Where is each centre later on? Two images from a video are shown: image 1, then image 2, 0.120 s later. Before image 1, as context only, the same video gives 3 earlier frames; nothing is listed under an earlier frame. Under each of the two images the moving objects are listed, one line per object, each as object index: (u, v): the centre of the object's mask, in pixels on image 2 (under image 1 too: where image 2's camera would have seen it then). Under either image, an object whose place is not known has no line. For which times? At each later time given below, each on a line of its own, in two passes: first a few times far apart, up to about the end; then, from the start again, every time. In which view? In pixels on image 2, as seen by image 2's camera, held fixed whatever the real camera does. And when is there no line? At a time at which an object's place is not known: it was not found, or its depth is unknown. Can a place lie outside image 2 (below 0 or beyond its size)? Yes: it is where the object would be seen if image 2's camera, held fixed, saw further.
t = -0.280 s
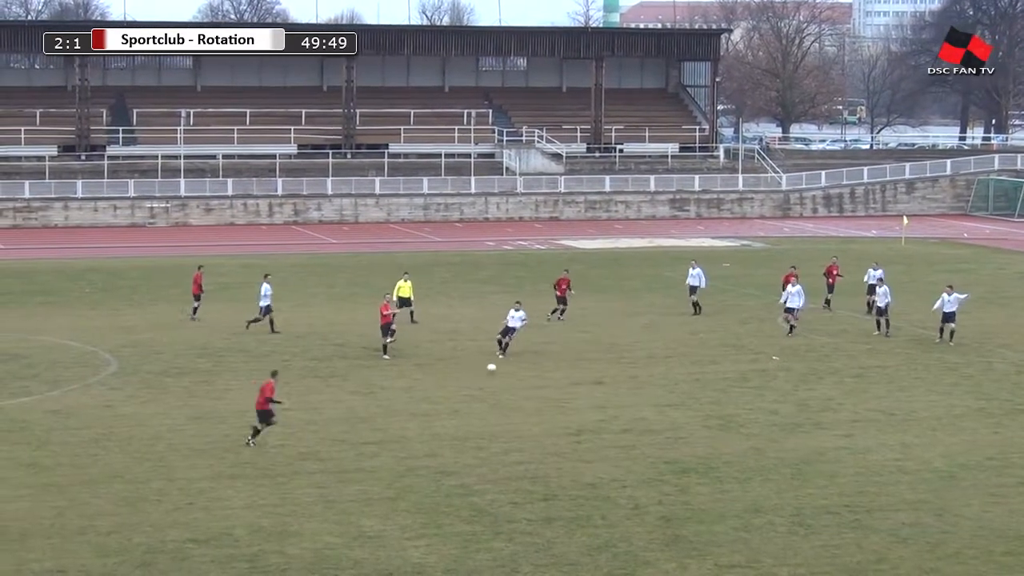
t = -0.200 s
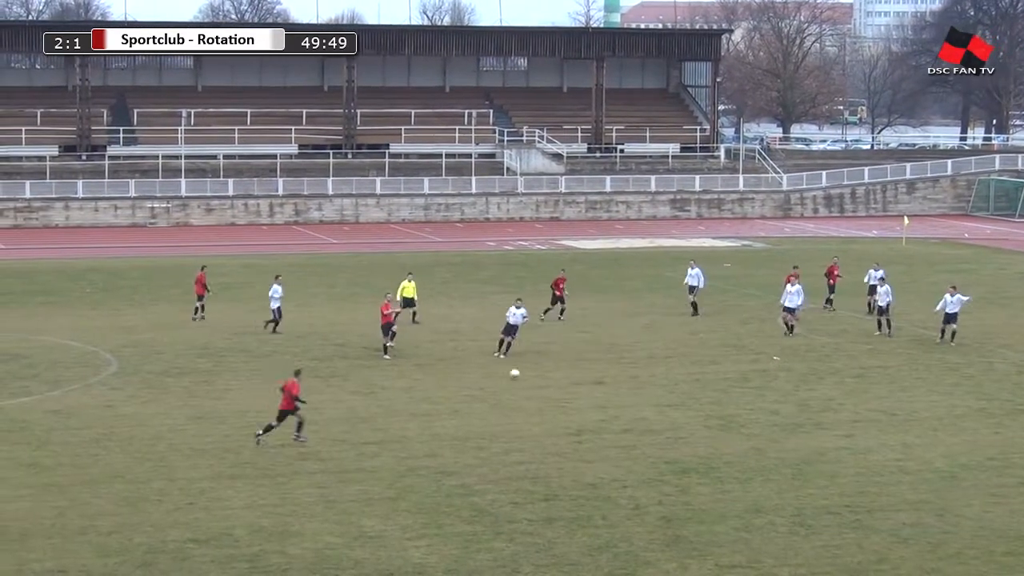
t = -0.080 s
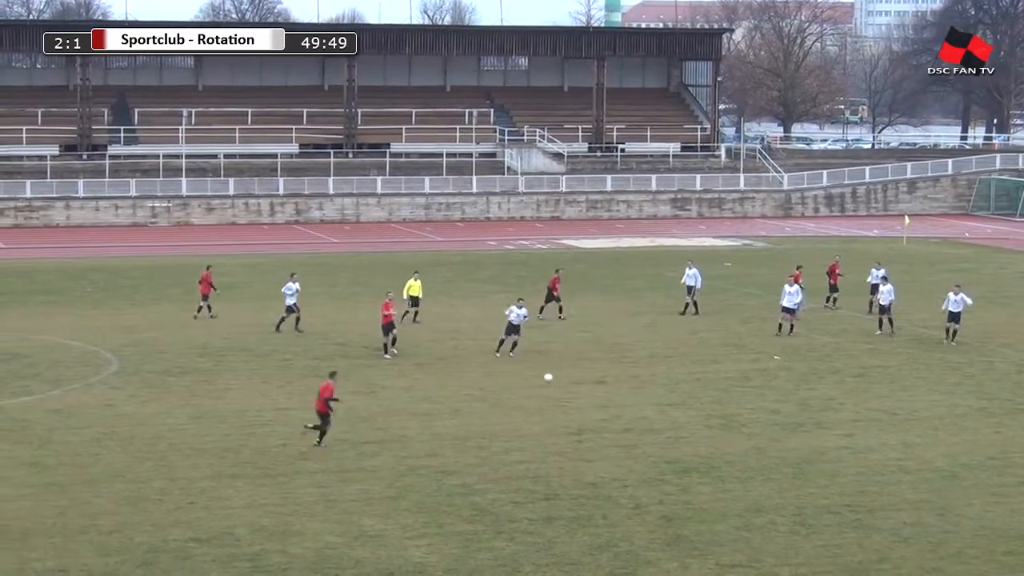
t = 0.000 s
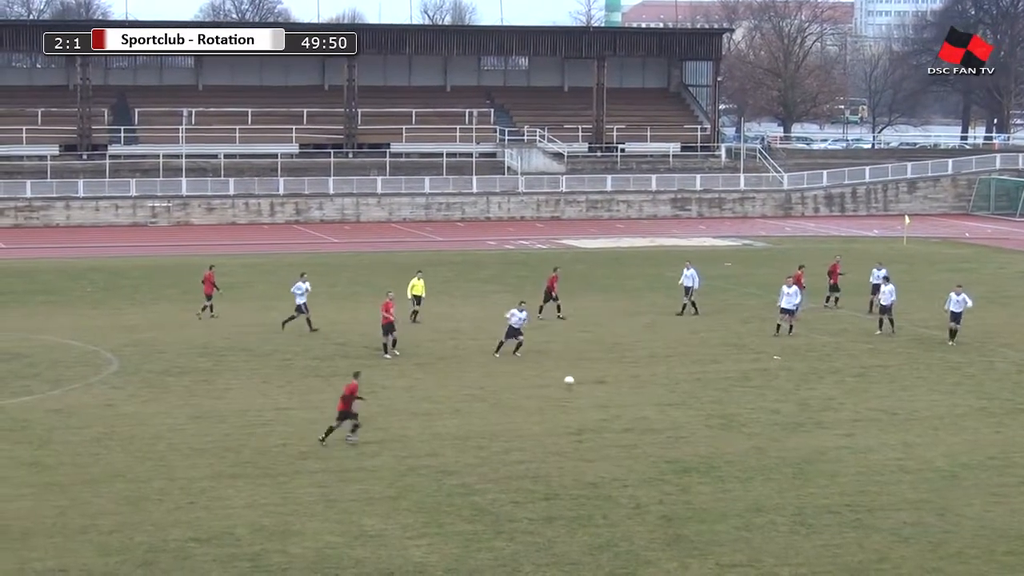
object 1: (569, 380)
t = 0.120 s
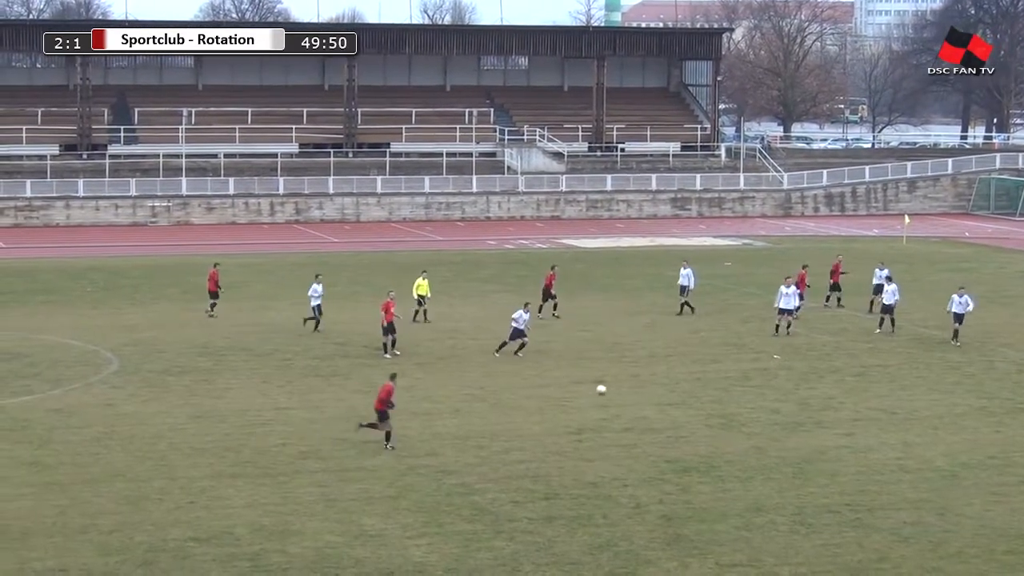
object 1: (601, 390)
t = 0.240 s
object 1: (630, 391)
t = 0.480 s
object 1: (682, 402)
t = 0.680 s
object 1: (721, 412)
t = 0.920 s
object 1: (769, 419)
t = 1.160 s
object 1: (816, 430)
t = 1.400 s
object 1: (864, 442)
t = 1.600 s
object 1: (905, 451)
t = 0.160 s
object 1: (610, 391)
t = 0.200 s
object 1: (620, 391)
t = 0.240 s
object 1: (630, 391)
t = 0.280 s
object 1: (639, 395)
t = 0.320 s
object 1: (649, 398)
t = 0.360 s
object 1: (658, 400)
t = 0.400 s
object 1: (666, 401)
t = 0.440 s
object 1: (674, 401)
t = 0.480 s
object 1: (682, 402)
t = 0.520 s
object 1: (690, 405)
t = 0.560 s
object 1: (698, 407)
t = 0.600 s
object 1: (704, 409)
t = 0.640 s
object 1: (712, 410)
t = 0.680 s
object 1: (721, 412)
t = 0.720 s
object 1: (729, 414)
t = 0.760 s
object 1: (738, 415)
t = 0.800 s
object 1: (746, 417)
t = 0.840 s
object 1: (753, 419)
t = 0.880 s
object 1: (761, 419)
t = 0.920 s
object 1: (769, 419)
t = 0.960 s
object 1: (777, 420)
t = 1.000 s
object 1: (785, 422)
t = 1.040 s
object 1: (793, 425)
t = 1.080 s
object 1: (801, 428)
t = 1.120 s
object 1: (809, 430)
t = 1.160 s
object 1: (816, 430)
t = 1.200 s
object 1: (824, 432)
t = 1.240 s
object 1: (832, 434)
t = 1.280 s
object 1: (840, 437)
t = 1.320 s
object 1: (848, 439)
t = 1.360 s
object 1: (856, 440)
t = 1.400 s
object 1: (864, 442)
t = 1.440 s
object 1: (872, 444)
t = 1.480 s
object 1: (880, 446)
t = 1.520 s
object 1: (889, 448)
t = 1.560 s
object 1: (897, 449)
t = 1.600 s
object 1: (905, 451)
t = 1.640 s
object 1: (913, 452)
